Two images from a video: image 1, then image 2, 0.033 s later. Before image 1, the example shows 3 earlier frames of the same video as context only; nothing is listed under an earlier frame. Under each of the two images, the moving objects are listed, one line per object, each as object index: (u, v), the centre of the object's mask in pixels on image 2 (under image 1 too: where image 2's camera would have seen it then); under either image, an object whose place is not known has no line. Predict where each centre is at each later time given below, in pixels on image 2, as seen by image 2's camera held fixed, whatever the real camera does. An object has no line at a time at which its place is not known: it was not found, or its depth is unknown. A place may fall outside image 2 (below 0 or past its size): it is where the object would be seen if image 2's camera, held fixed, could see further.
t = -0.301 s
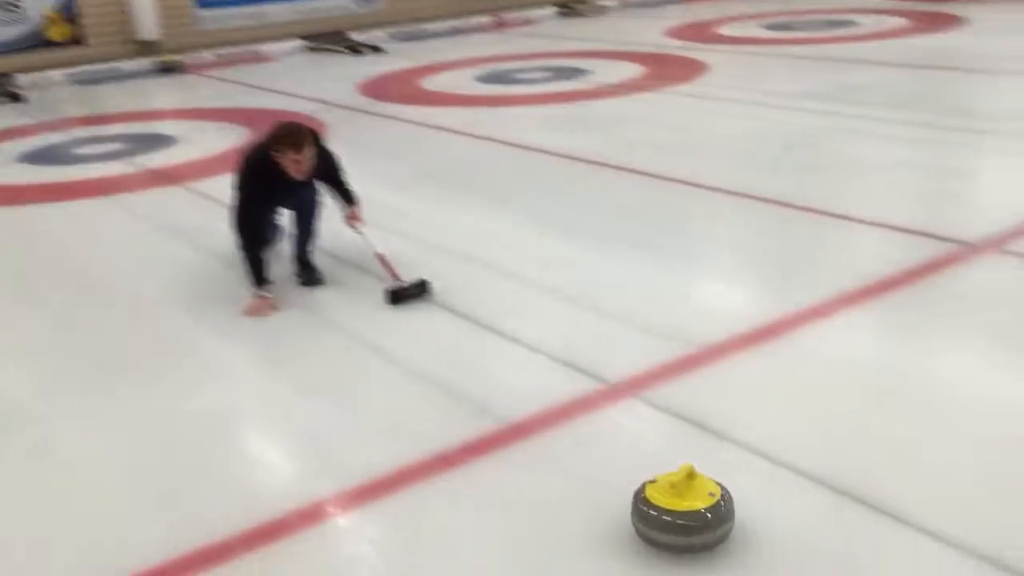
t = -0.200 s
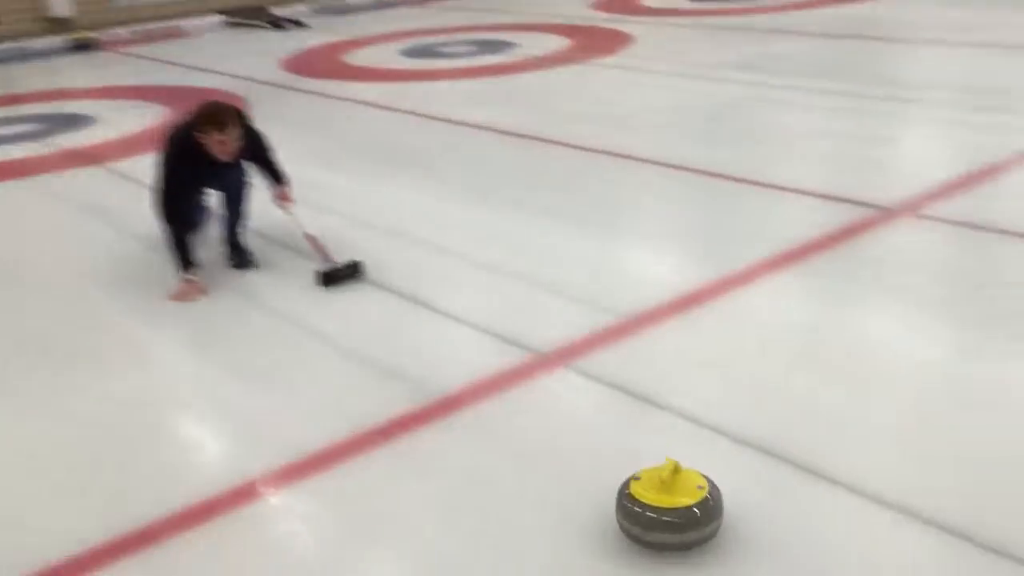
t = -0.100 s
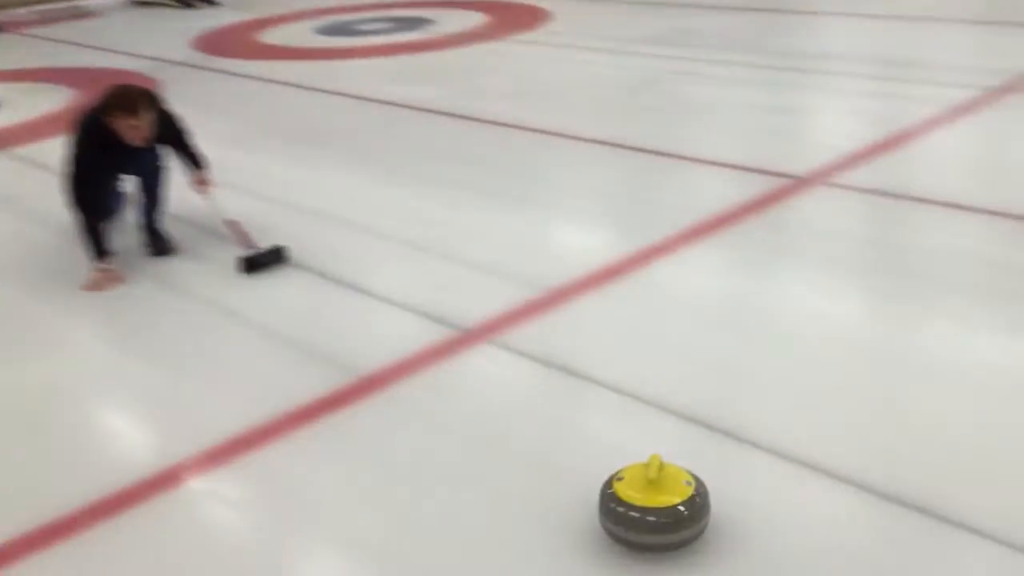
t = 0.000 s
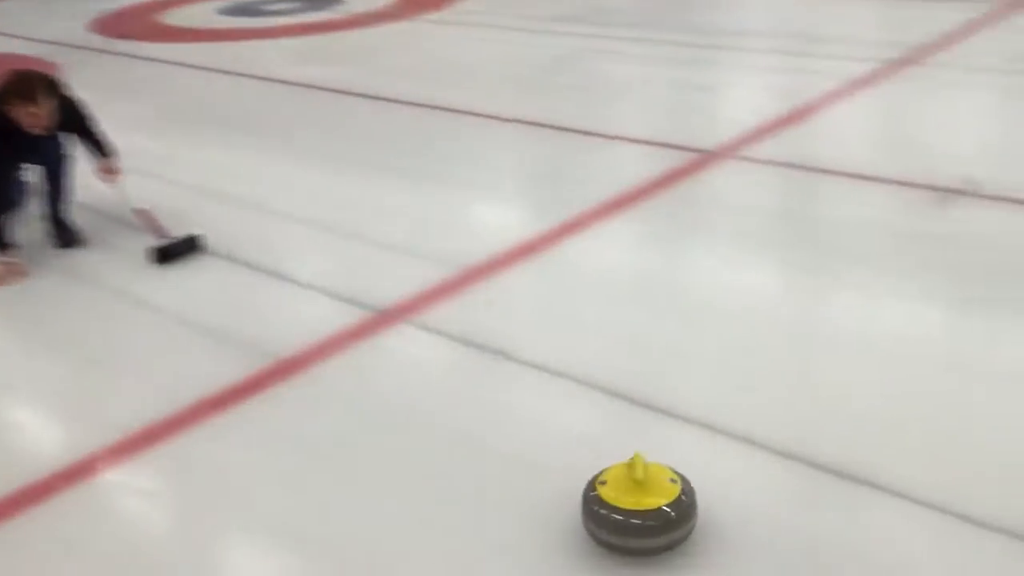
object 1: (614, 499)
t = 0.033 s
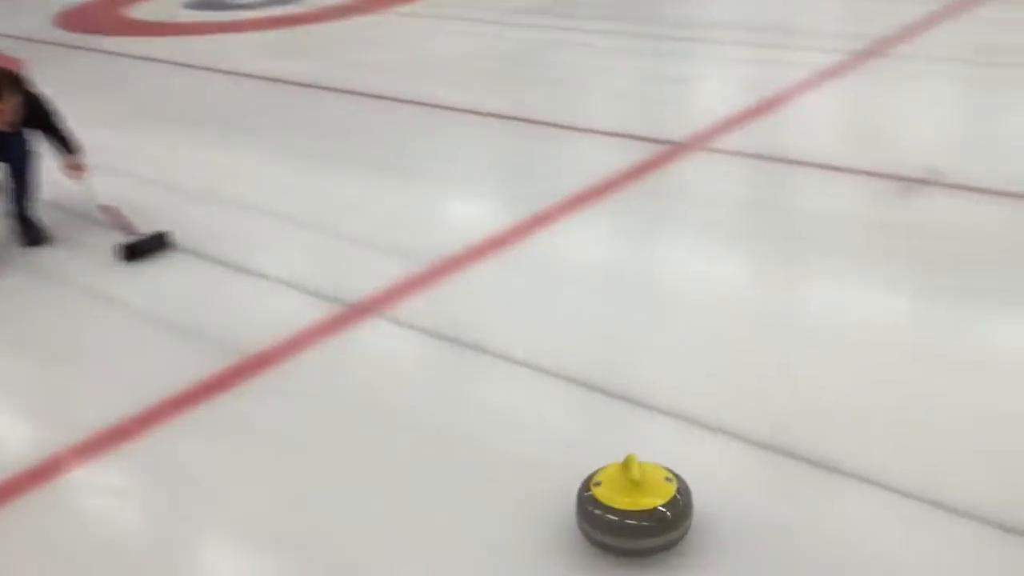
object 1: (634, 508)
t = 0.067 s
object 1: (655, 516)
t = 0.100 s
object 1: (674, 524)
